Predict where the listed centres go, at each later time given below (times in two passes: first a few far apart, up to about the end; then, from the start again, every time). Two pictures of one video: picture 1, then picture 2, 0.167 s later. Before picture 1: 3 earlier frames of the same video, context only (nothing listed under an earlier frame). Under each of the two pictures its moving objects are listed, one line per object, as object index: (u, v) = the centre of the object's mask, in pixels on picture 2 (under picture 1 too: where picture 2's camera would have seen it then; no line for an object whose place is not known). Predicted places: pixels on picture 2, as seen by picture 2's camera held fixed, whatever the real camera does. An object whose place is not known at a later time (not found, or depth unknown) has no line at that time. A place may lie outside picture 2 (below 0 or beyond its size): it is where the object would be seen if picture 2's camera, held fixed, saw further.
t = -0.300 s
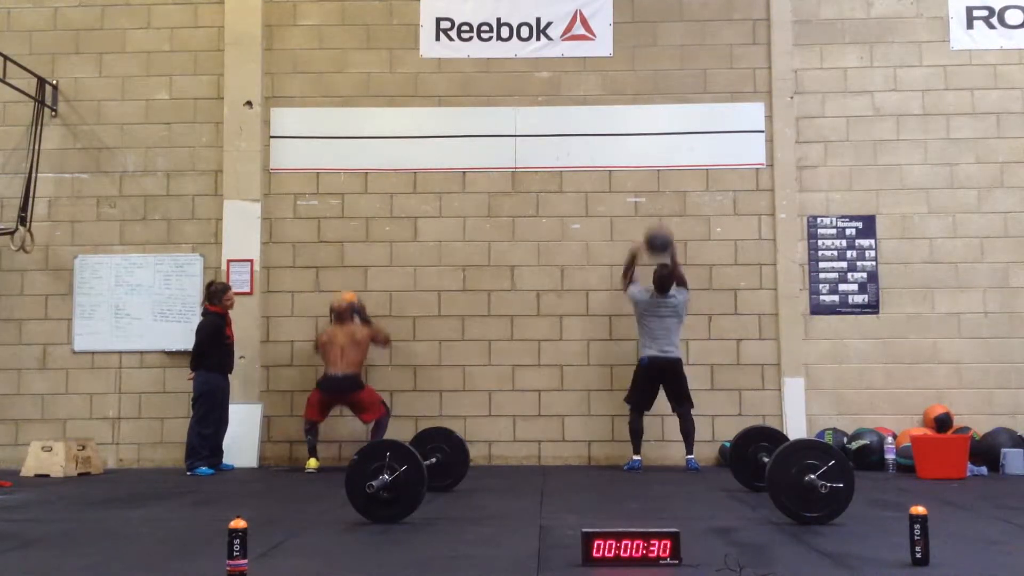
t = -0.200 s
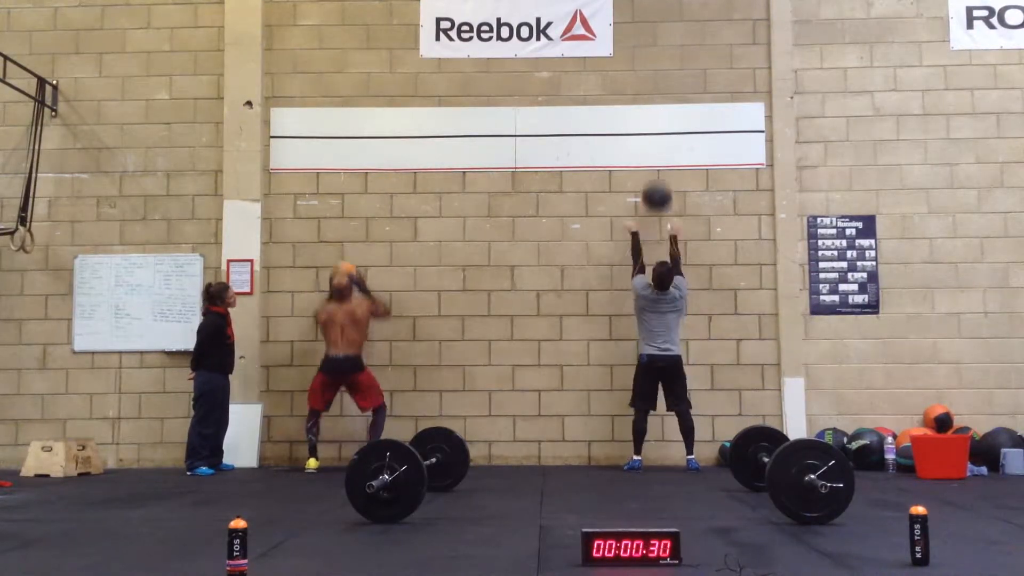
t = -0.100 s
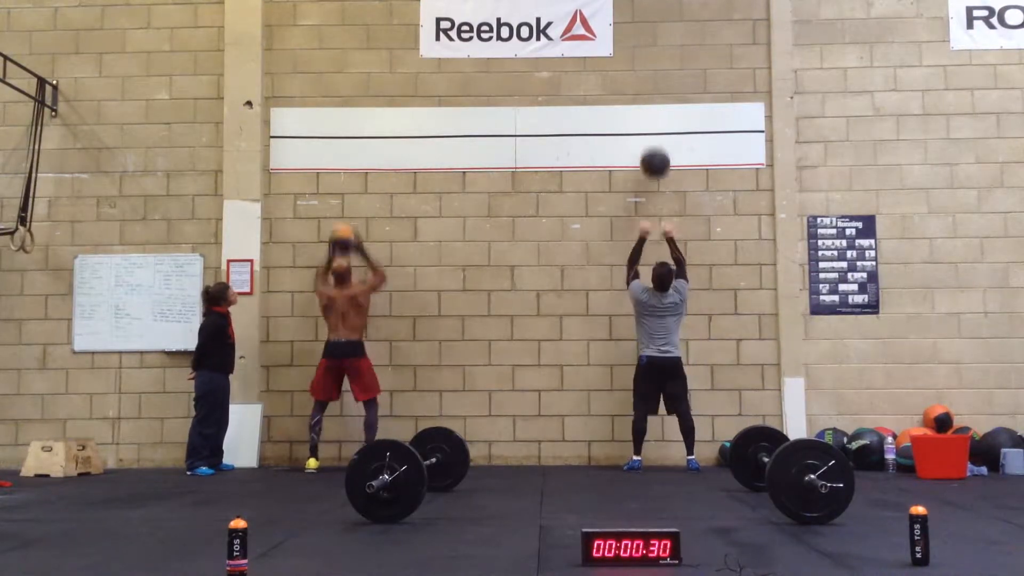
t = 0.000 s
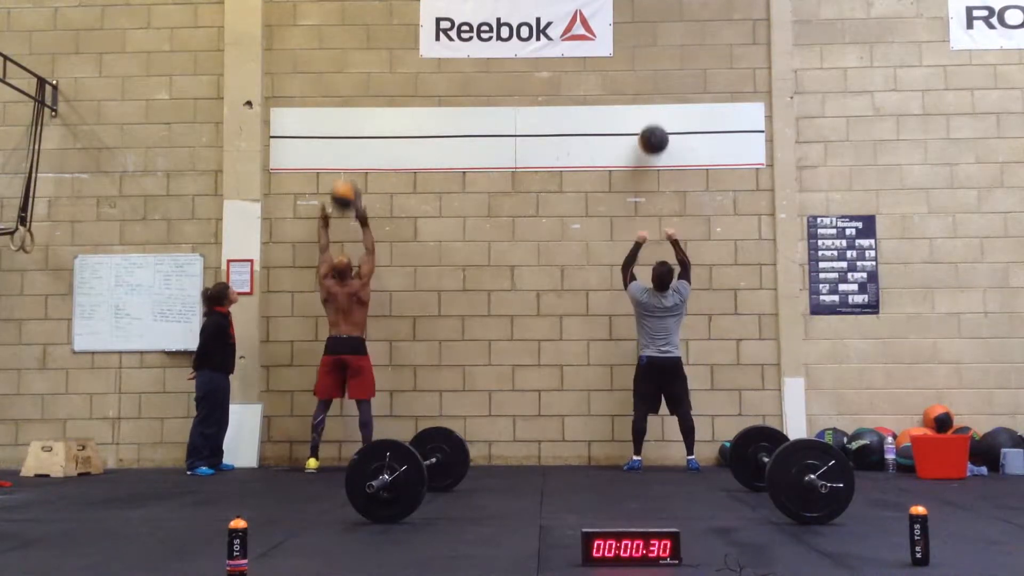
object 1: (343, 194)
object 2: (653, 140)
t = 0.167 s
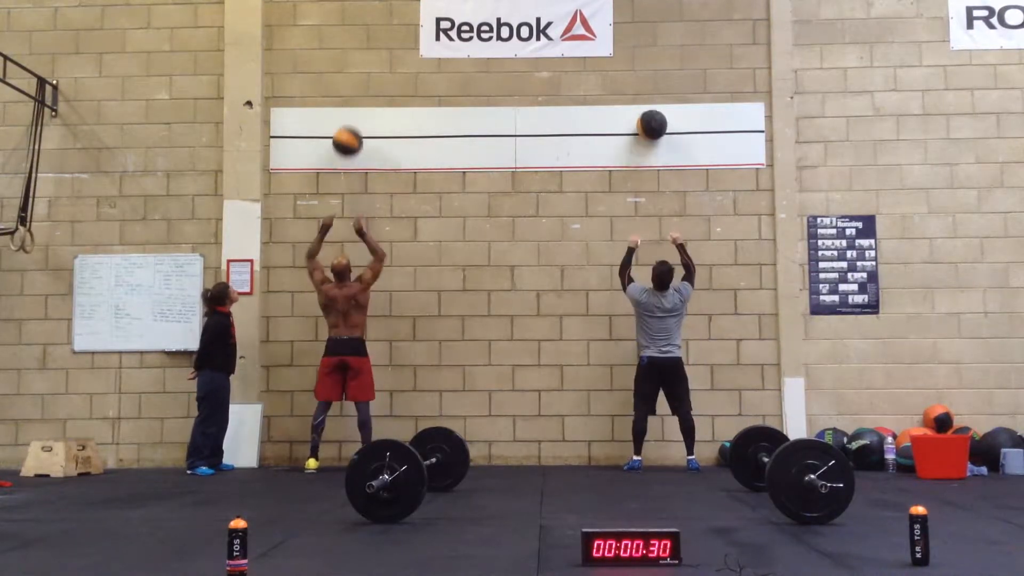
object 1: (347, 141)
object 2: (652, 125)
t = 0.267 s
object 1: (348, 123)
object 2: (652, 129)
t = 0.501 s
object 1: (349, 121)
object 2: (654, 182)
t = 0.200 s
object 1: (347, 134)
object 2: (652, 125)
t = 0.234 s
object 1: (348, 127)
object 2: (652, 126)
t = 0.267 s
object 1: (348, 123)
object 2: (652, 129)
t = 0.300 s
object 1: (349, 119)
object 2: (653, 132)
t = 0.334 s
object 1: (349, 117)
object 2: (653, 137)
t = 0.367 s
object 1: (349, 115)
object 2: (653, 143)
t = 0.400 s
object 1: (350, 115)
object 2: (653, 151)
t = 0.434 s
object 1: (349, 115)
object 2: (653, 159)
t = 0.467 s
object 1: (349, 118)
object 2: (654, 169)
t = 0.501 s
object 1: (349, 121)
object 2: (654, 182)
